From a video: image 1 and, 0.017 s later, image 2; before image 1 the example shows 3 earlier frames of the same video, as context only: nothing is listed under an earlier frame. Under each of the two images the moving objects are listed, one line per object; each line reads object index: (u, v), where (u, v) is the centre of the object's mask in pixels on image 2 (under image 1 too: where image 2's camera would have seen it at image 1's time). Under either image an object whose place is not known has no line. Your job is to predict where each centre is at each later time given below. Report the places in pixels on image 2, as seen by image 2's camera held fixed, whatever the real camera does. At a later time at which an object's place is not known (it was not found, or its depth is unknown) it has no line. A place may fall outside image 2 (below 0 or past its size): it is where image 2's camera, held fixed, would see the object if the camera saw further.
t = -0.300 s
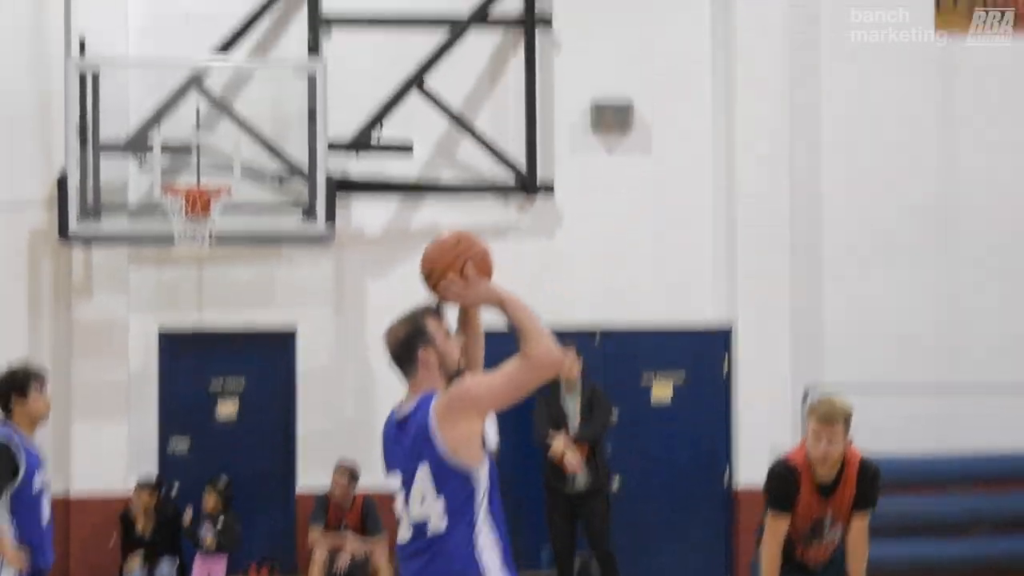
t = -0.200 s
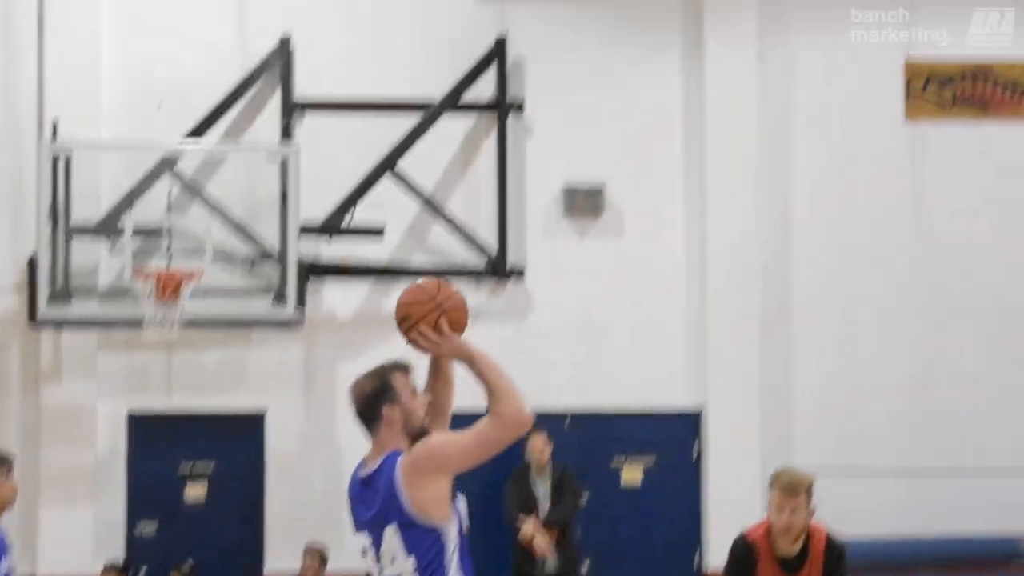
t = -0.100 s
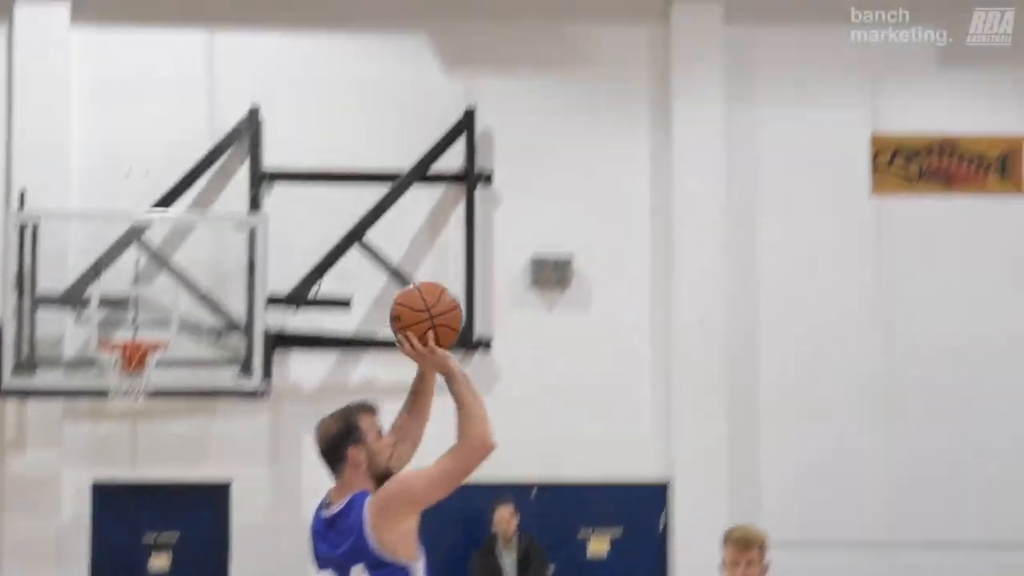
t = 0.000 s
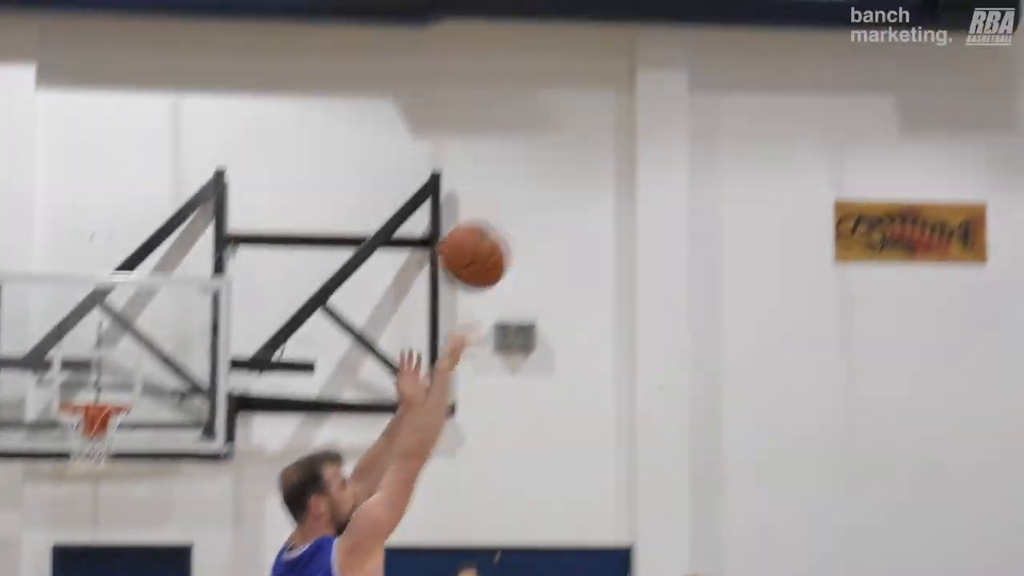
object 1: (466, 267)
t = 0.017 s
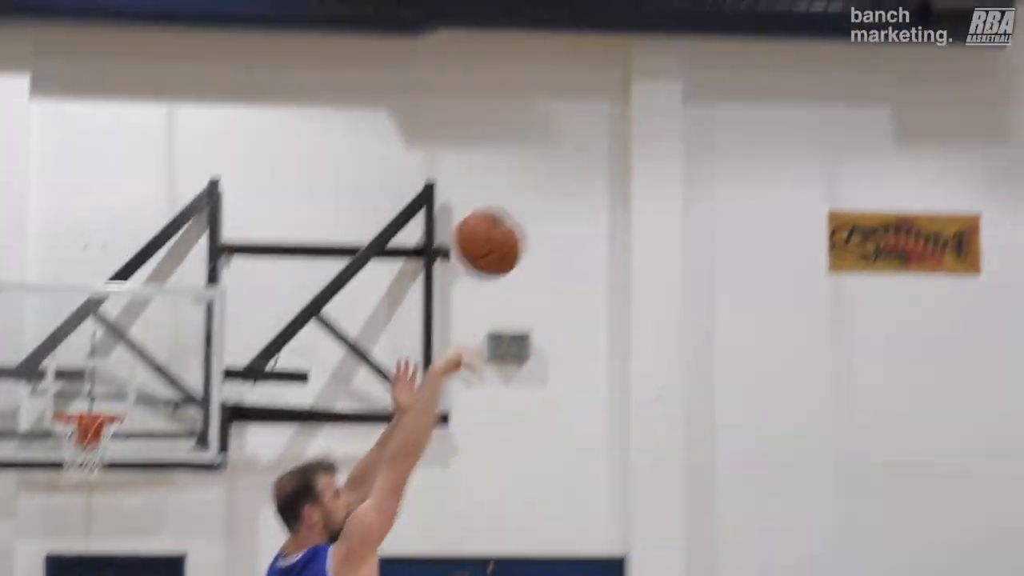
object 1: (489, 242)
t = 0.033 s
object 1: (509, 220)
